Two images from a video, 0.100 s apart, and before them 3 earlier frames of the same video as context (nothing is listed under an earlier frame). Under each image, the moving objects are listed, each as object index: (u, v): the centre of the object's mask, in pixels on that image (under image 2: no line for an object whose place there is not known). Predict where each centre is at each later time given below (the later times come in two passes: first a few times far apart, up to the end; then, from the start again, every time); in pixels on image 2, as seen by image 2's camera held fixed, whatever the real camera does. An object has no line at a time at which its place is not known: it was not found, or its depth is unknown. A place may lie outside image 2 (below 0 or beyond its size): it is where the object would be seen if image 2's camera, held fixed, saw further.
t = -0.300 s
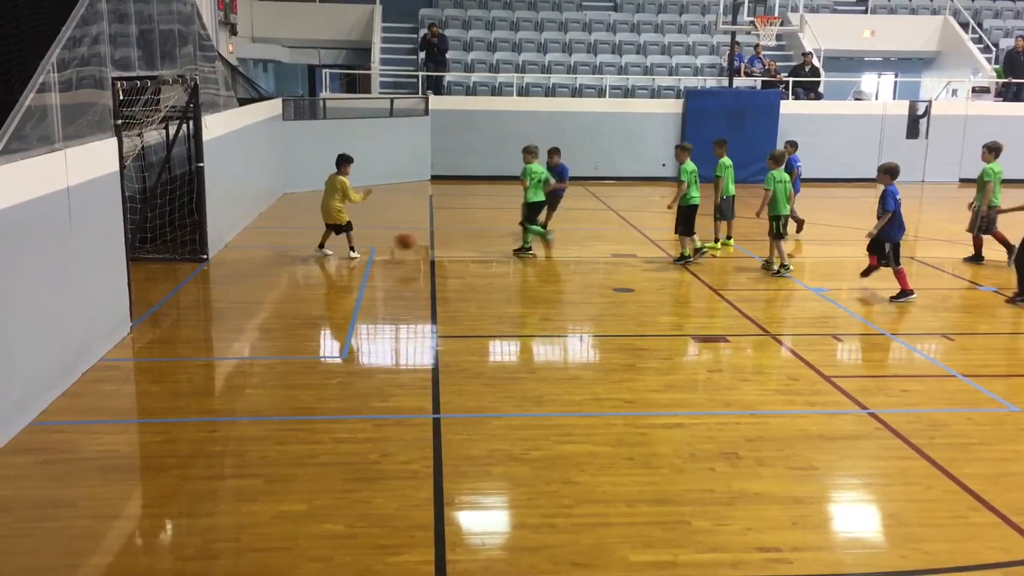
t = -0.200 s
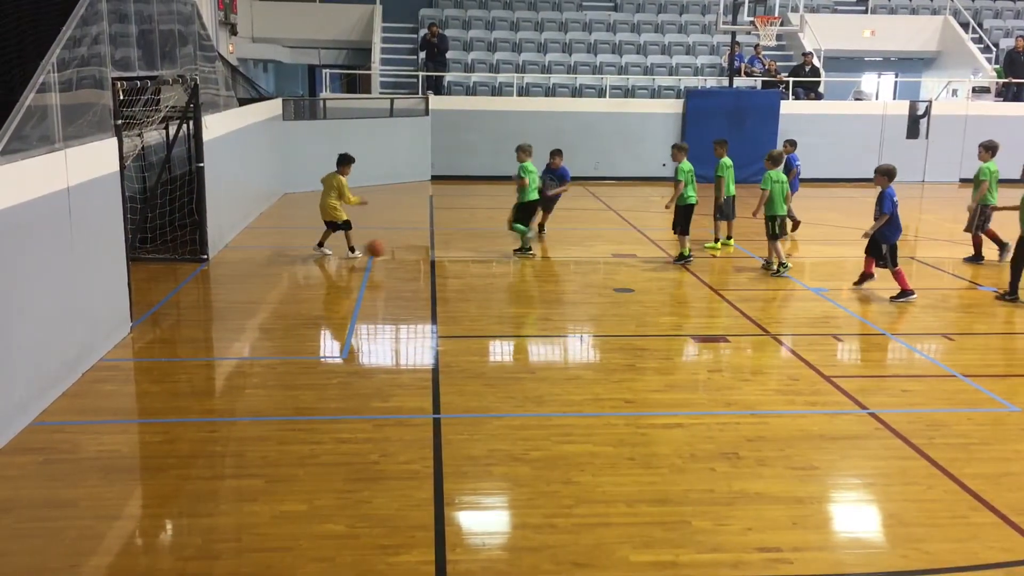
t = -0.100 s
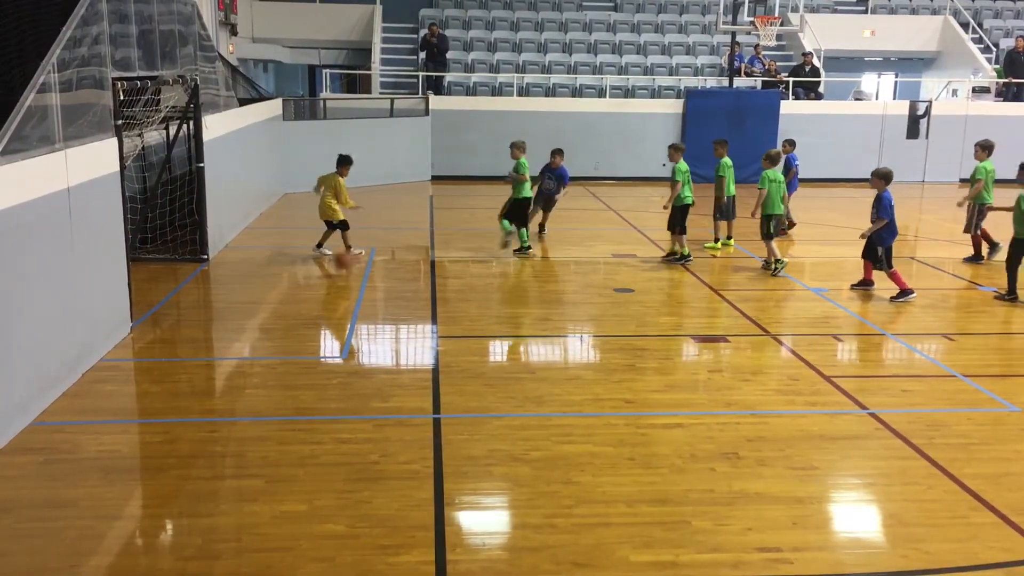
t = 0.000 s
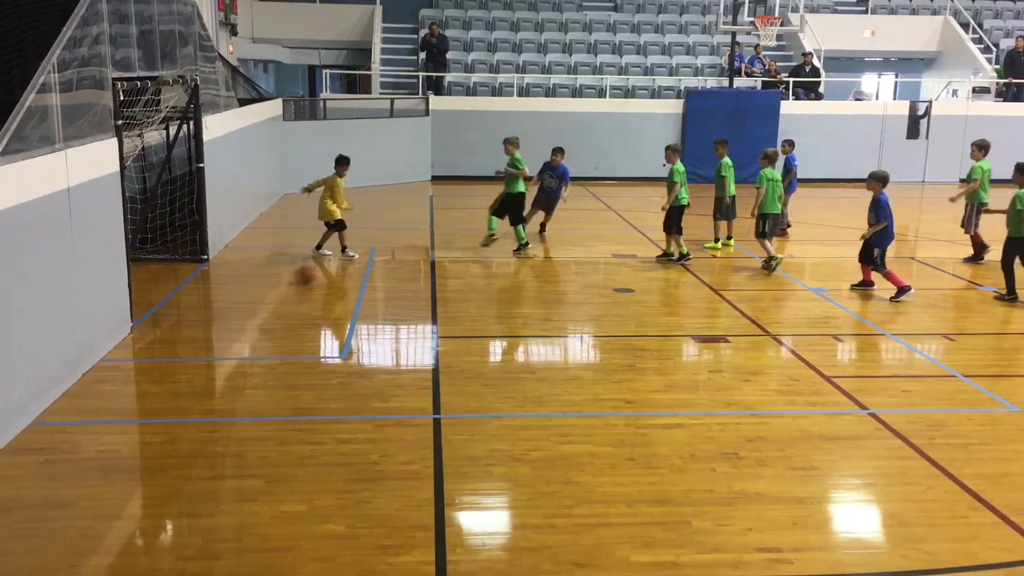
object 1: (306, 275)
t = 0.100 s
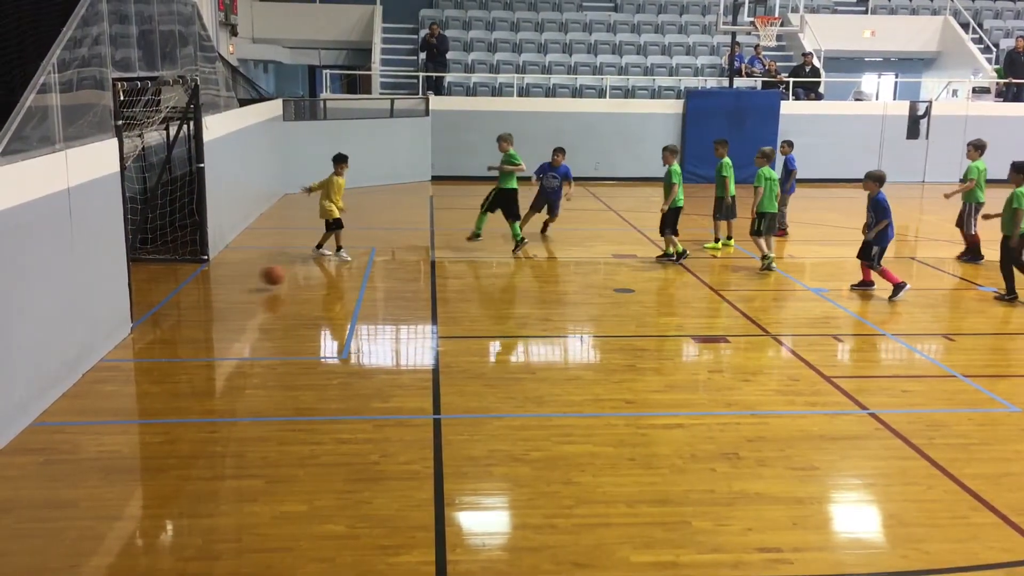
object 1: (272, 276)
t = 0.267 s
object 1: (213, 279)
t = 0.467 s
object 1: (141, 294)
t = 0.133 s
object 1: (261, 276)
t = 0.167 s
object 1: (249, 276)
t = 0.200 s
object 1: (237, 278)
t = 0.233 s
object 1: (226, 279)
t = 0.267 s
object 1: (213, 279)
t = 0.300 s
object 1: (201, 281)
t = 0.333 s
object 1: (189, 284)
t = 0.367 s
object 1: (176, 286)
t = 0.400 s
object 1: (162, 287)
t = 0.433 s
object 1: (149, 292)
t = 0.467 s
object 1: (141, 294)
